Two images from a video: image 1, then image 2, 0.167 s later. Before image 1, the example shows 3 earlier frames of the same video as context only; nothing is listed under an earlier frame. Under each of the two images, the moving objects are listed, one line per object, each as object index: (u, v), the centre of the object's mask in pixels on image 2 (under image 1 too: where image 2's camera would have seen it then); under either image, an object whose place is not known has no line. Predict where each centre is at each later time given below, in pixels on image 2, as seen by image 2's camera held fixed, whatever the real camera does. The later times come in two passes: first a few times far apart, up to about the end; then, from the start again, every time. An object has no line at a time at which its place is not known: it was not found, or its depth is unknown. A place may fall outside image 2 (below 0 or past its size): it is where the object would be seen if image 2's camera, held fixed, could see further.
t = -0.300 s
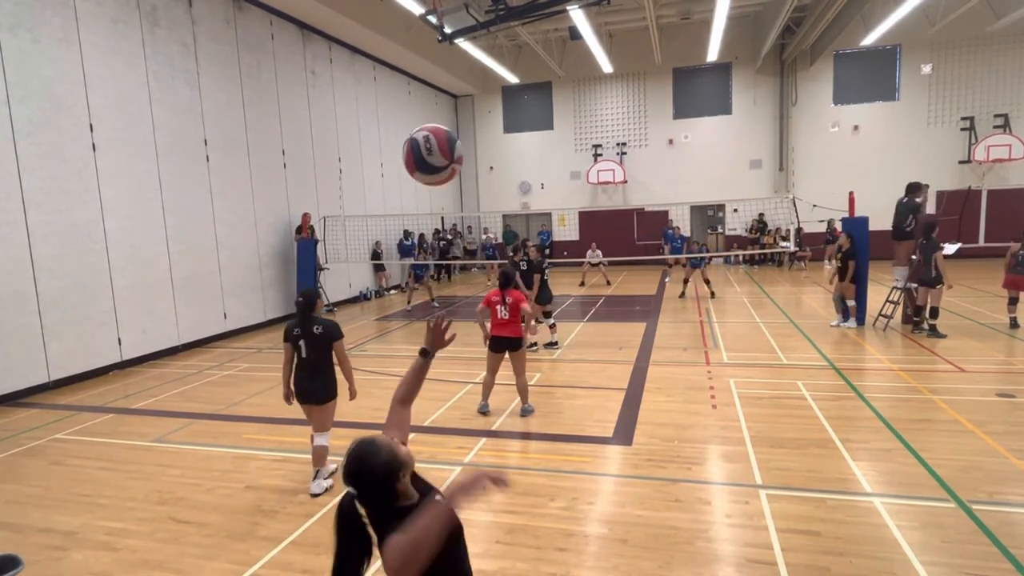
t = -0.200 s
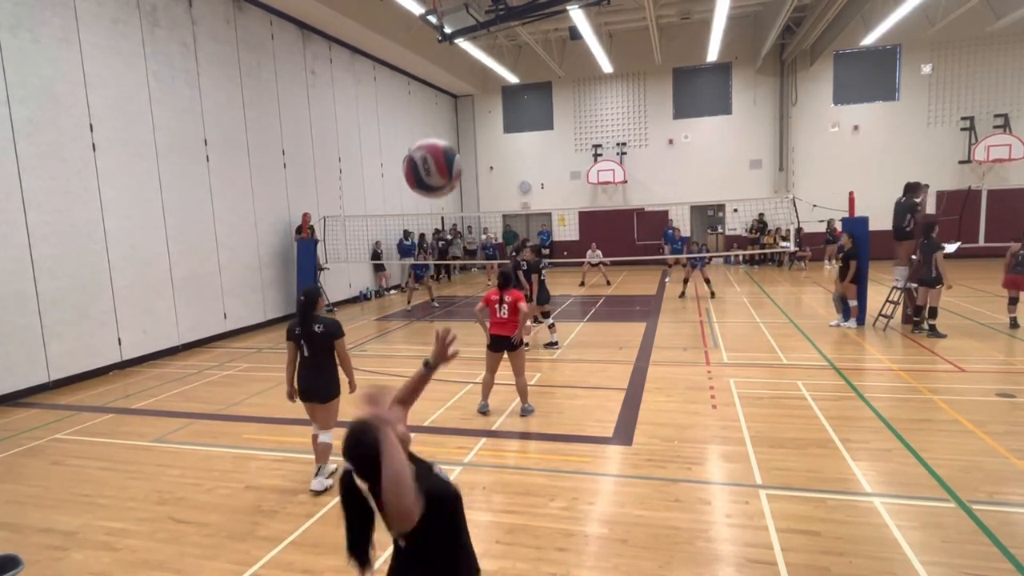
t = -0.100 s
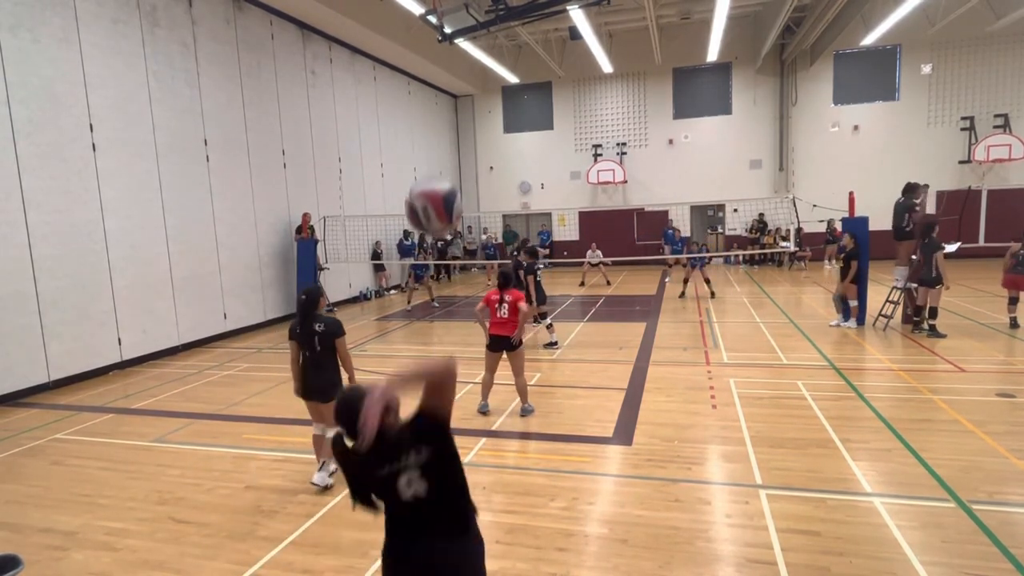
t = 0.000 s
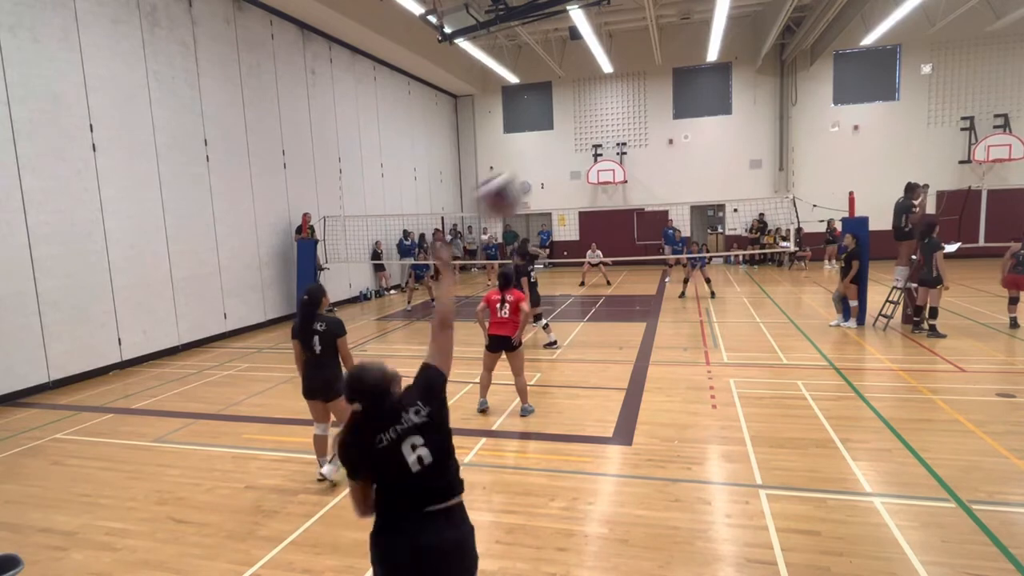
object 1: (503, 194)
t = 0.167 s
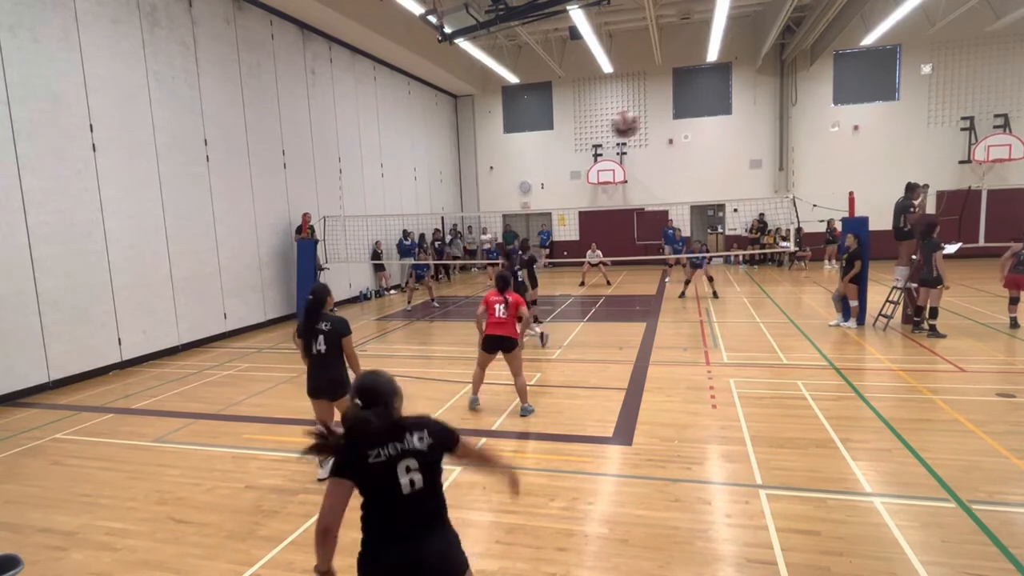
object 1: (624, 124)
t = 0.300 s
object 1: (666, 117)
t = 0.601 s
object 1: (705, 153)
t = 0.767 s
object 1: (717, 185)
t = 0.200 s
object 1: (638, 121)
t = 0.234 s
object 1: (649, 118)
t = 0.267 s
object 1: (658, 117)
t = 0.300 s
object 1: (666, 117)
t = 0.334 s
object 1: (673, 119)
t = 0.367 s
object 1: (679, 121)
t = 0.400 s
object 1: (683, 124)
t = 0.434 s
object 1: (688, 128)
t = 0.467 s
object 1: (692, 133)
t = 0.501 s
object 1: (695, 137)
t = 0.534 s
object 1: (699, 142)
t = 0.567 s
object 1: (702, 147)
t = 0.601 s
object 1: (705, 153)
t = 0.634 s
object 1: (708, 159)
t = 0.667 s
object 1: (710, 165)
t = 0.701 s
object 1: (713, 172)
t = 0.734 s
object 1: (715, 178)
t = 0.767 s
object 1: (717, 185)
